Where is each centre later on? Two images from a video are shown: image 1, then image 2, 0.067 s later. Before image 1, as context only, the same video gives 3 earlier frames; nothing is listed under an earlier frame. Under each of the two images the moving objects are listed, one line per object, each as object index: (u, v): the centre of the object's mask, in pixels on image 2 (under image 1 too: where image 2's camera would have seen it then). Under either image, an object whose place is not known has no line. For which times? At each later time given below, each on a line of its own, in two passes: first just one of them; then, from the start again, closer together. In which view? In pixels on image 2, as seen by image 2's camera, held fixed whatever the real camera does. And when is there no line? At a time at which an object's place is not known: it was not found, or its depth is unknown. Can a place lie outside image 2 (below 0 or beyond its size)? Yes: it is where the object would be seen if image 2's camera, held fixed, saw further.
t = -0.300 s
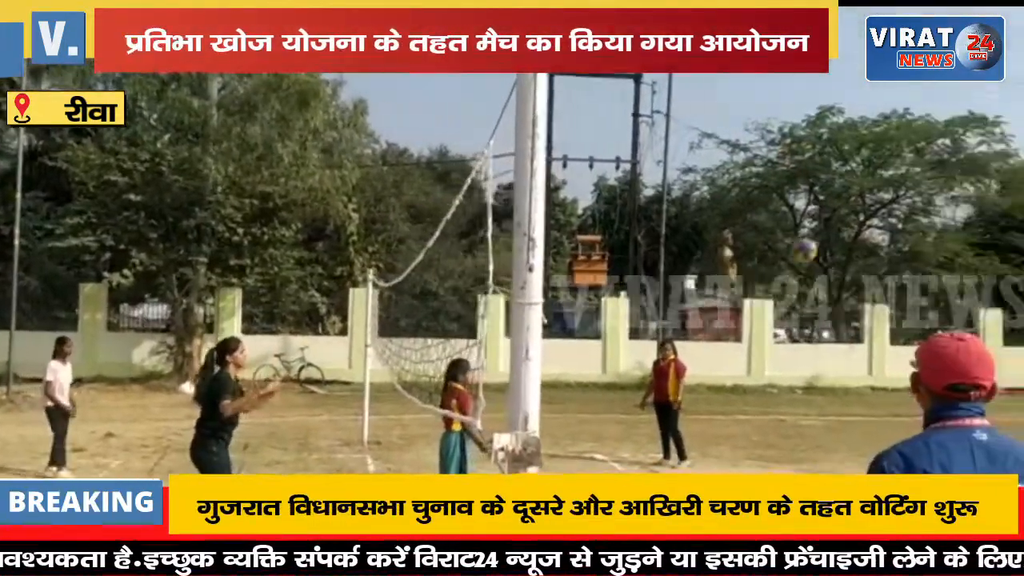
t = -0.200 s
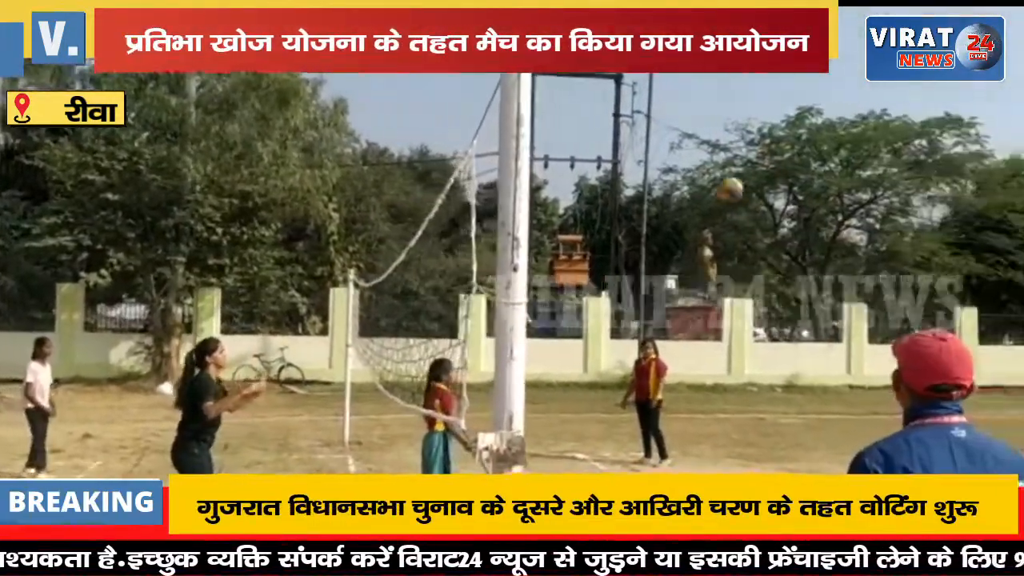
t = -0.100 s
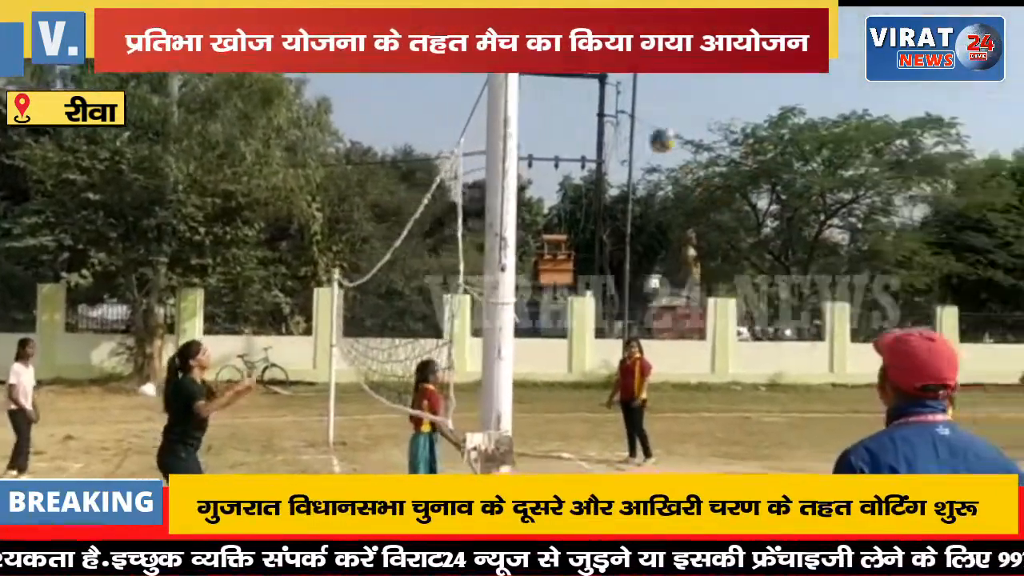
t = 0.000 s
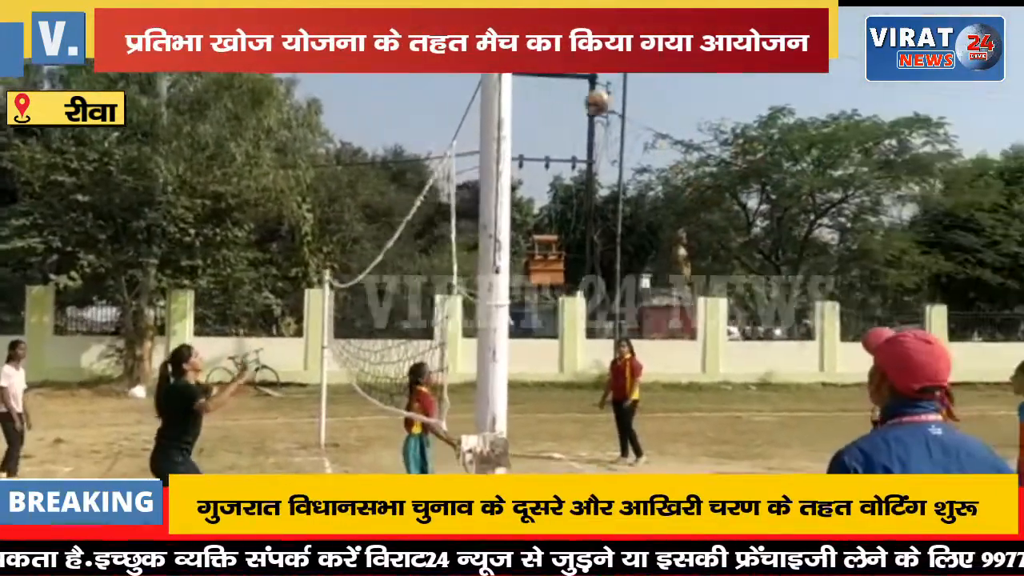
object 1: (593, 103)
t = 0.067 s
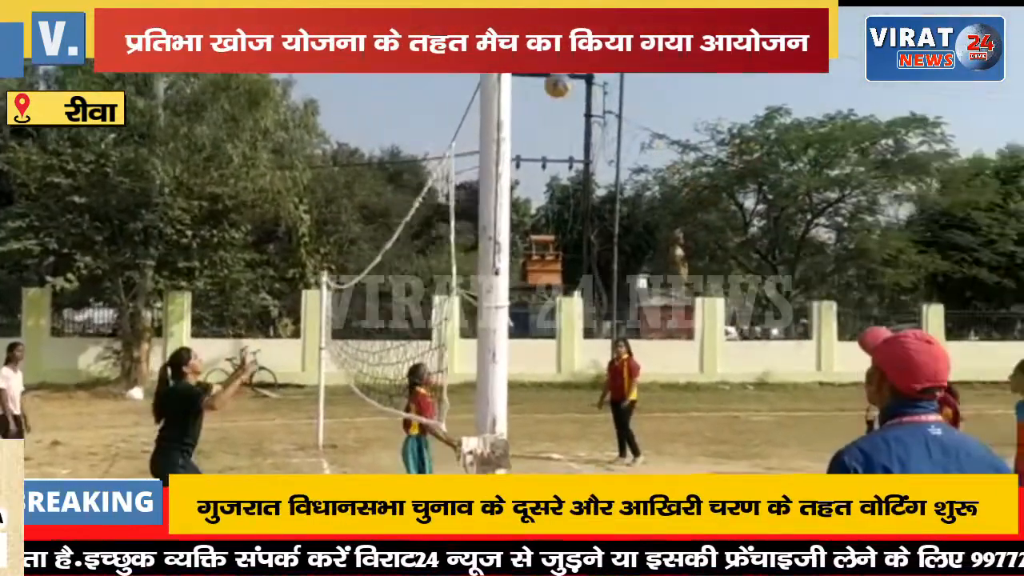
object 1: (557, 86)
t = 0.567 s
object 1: (257, 115)
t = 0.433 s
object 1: (339, 75)
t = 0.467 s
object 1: (321, 82)
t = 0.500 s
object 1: (299, 94)
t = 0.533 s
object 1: (280, 103)
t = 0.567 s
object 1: (257, 115)
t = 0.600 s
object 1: (232, 130)
